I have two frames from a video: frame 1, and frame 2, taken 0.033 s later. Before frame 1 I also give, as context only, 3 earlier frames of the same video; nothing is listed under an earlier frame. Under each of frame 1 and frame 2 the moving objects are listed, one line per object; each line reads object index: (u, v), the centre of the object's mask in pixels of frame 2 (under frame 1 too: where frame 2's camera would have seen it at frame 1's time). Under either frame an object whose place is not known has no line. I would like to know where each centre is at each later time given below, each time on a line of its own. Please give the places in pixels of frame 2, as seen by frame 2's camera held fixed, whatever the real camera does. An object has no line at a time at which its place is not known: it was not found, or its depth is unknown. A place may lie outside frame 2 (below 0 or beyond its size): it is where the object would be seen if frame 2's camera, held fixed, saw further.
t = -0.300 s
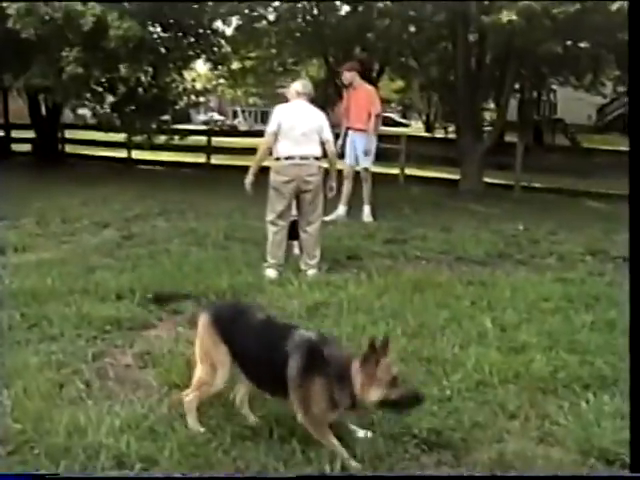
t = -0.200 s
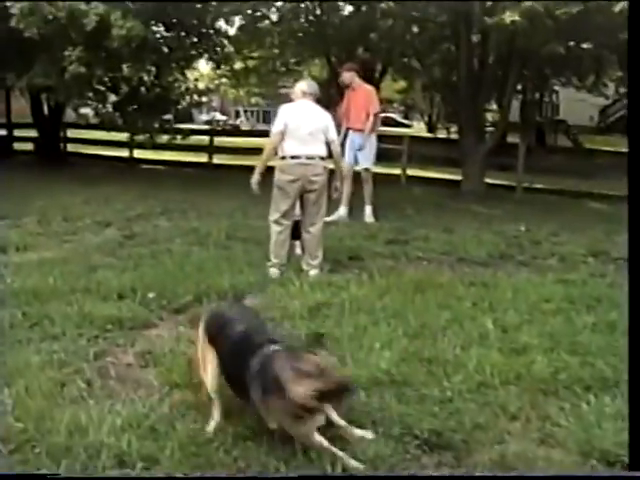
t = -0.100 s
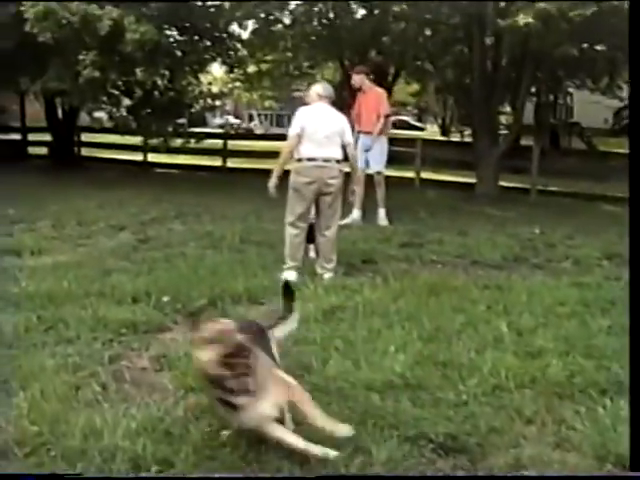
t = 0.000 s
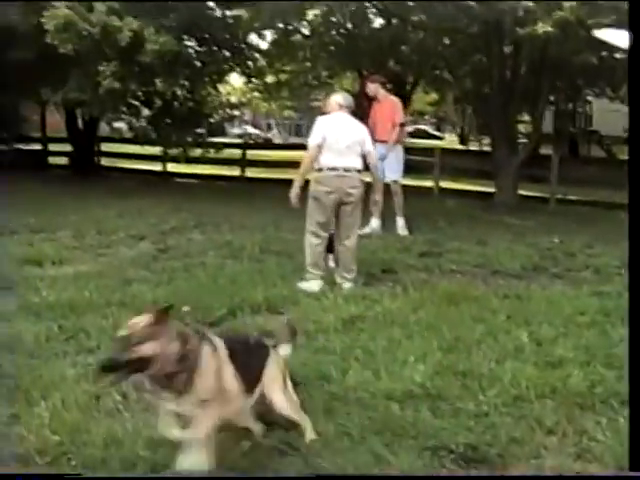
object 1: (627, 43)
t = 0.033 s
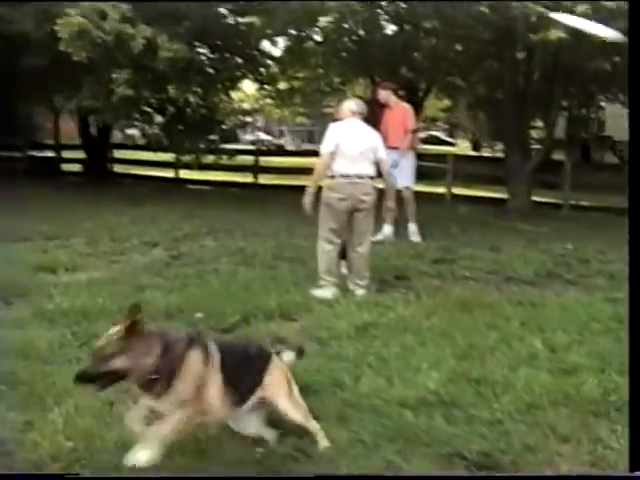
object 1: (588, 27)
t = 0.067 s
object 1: (529, 11)
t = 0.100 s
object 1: (485, 0)
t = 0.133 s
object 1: (448, -9)
